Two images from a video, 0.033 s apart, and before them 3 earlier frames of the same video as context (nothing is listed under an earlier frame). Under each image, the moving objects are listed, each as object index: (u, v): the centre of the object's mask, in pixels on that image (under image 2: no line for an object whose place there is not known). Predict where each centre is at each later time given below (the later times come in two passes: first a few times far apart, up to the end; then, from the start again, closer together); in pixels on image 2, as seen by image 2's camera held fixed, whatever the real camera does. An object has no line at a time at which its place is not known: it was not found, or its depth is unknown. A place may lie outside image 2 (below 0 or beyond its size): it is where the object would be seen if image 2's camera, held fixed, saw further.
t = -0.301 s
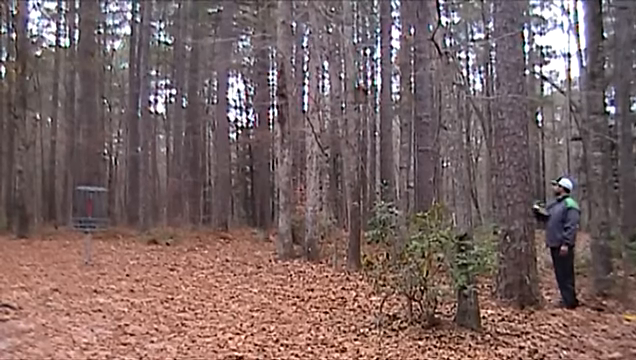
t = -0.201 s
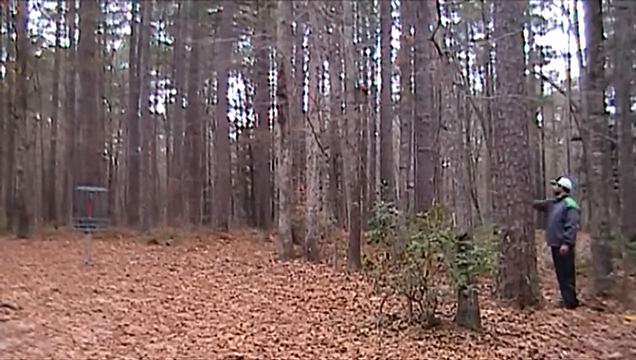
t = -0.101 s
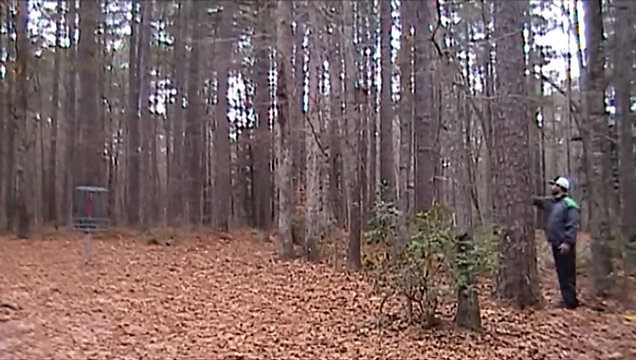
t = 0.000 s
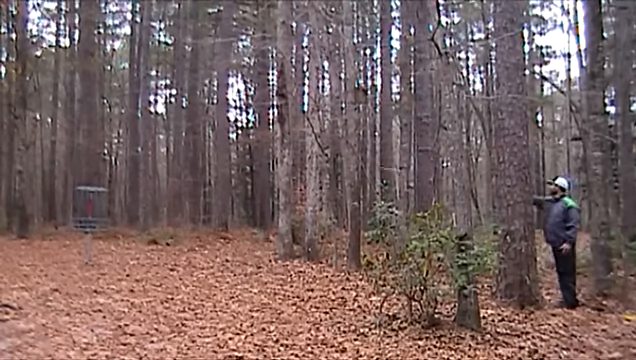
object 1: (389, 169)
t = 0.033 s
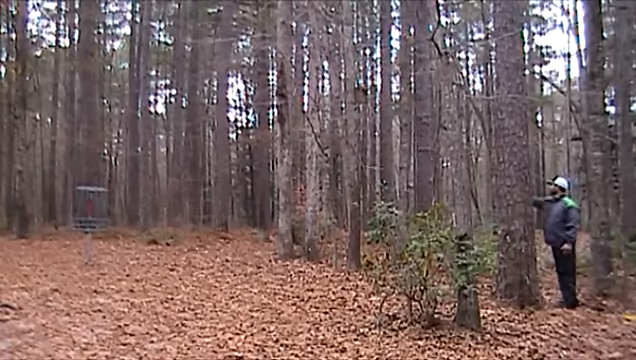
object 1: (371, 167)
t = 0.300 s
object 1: (255, 168)
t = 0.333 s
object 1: (243, 169)
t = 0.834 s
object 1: (100, 202)
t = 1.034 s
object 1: (100, 221)
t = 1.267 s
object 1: (102, 225)
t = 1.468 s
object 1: (101, 228)
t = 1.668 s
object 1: (100, 228)
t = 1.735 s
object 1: (101, 228)
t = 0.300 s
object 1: (255, 168)
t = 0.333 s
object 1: (243, 169)
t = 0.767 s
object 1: (107, 199)
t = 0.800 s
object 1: (102, 201)
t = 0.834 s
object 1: (100, 202)
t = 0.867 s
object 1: (98, 203)
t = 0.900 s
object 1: (98, 206)
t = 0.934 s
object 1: (98, 209)
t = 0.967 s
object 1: (99, 212)
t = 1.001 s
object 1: (99, 216)
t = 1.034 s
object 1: (100, 221)
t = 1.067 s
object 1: (100, 223)
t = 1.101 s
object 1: (100, 222)
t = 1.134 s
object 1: (101, 222)
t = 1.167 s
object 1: (101, 222)
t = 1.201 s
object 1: (101, 223)
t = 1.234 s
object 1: (101, 224)
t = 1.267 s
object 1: (102, 225)
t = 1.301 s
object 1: (102, 225)
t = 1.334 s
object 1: (102, 225)
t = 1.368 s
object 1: (102, 226)
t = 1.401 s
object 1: (102, 227)
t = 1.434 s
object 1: (102, 227)
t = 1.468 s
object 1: (101, 228)
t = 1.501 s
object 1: (101, 228)
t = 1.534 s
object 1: (101, 228)
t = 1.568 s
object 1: (101, 228)
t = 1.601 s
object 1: (101, 228)
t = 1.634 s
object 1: (101, 228)
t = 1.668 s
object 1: (100, 228)
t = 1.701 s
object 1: (101, 228)
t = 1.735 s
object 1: (101, 228)
